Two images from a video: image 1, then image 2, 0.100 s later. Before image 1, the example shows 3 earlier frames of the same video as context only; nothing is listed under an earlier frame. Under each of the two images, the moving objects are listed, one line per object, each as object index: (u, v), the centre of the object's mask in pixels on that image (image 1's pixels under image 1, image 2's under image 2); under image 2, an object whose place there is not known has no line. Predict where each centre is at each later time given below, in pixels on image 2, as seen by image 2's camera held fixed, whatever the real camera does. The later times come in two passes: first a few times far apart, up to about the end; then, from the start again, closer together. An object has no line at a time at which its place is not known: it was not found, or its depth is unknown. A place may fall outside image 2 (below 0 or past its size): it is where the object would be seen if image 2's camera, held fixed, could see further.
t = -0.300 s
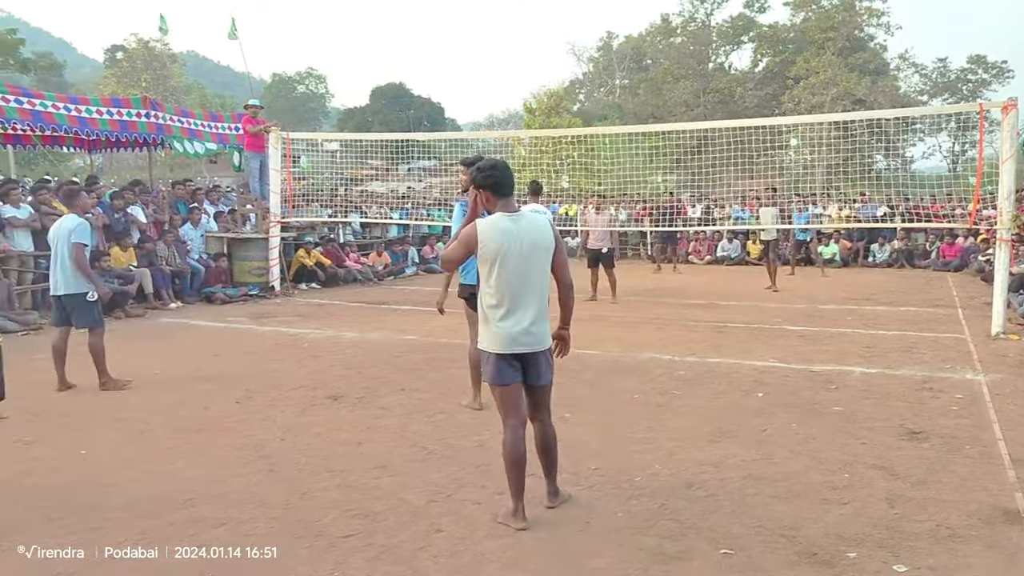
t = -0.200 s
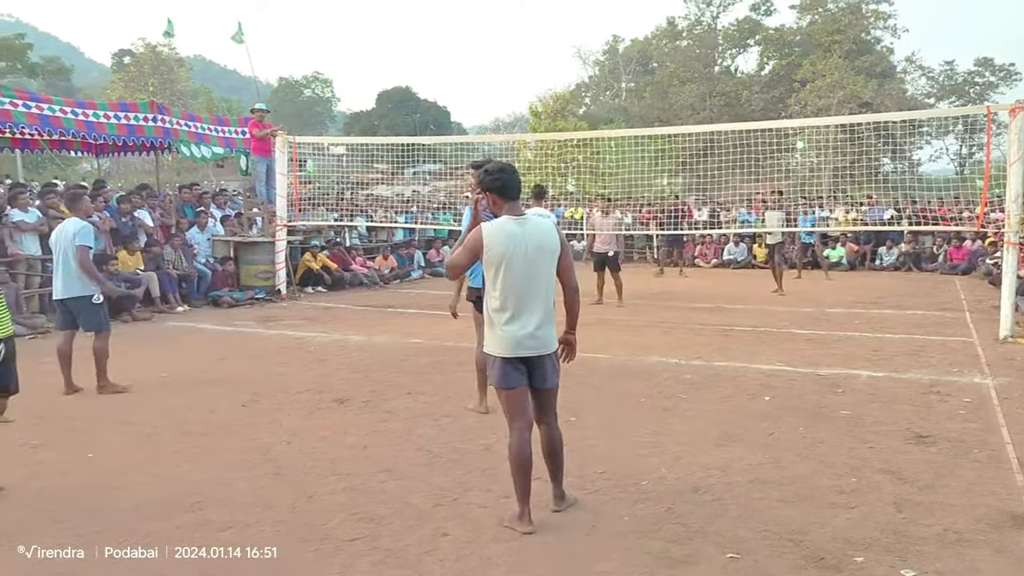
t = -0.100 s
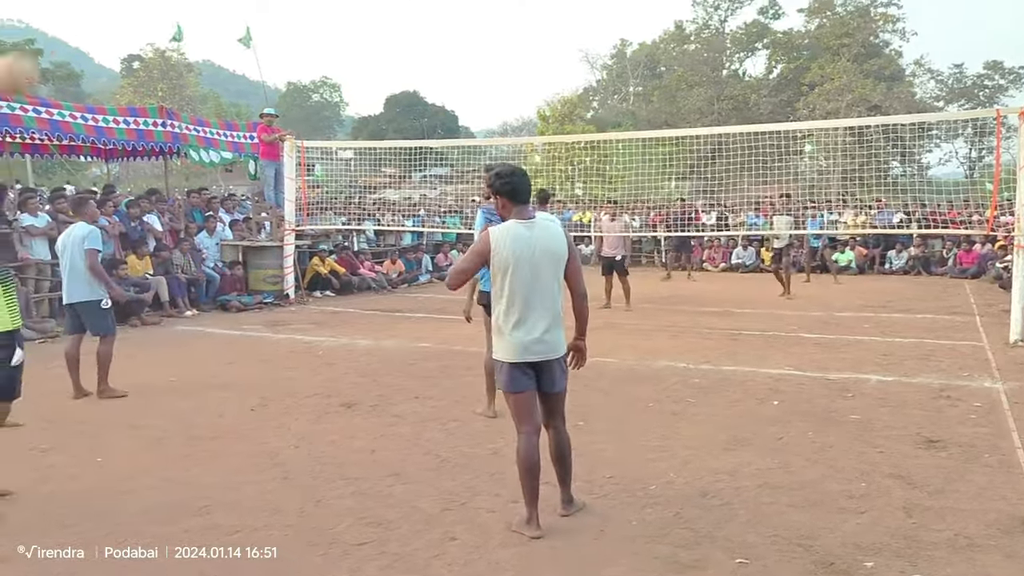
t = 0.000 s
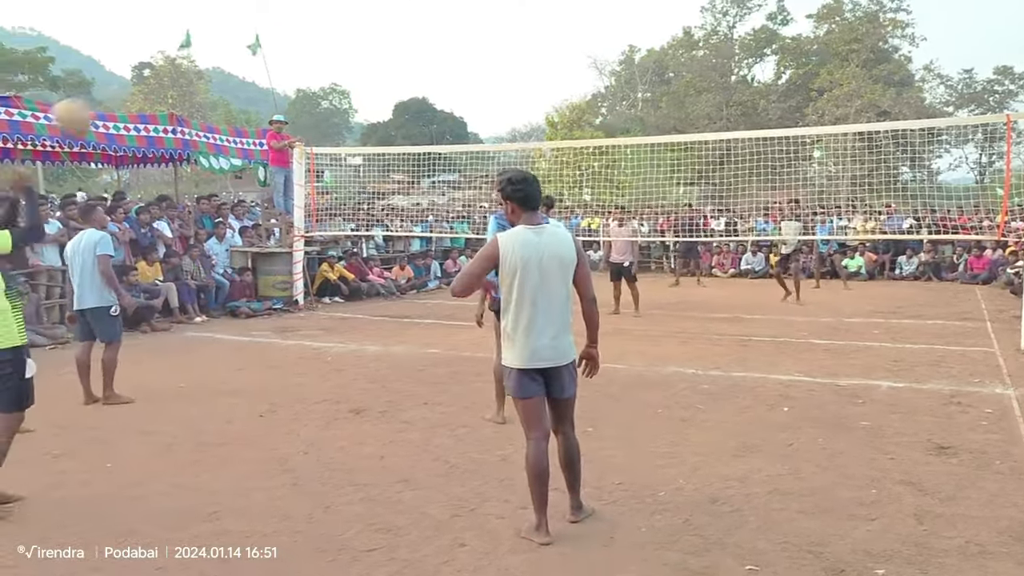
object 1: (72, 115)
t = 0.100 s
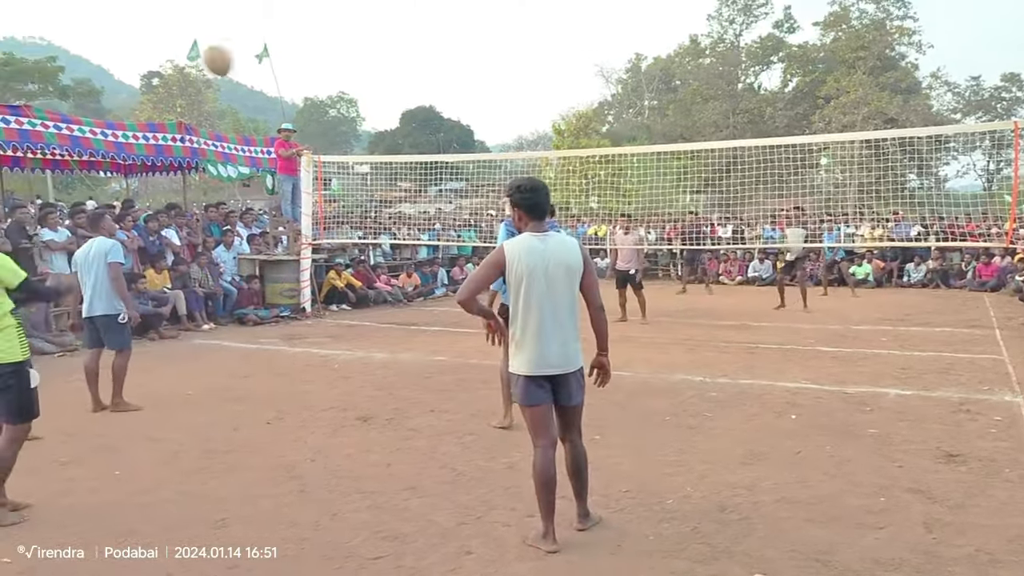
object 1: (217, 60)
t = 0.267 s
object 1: (358, 12)
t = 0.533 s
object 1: (485, 20)
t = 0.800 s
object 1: (563, 79)
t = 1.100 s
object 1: (625, 163)
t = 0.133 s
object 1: (252, 46)
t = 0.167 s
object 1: (282, 34)
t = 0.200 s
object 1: (310, 24)
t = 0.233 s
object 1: (335, 17)
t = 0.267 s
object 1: (358, 12)
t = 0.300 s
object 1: (378, 8)
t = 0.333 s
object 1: (397, 7)
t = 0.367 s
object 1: (415, 6)
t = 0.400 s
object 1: (431, 7)
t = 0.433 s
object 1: (446, 9)
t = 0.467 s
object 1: (460, 12)
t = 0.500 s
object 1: (473, 16)
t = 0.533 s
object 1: (485, 20)
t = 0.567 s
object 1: (496, 26)
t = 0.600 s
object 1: (507, 32)
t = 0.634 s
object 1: (518, 38)
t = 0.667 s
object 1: (528, 46)
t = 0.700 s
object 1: (537, 53)
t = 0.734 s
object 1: (546, 61)
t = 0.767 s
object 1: (555, 70)
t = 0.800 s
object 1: (563, 79)
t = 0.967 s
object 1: (598, 126)
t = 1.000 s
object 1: (606, 134)
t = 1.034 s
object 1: (613, 142)
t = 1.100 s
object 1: (625, 163)
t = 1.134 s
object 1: (631, 173)
